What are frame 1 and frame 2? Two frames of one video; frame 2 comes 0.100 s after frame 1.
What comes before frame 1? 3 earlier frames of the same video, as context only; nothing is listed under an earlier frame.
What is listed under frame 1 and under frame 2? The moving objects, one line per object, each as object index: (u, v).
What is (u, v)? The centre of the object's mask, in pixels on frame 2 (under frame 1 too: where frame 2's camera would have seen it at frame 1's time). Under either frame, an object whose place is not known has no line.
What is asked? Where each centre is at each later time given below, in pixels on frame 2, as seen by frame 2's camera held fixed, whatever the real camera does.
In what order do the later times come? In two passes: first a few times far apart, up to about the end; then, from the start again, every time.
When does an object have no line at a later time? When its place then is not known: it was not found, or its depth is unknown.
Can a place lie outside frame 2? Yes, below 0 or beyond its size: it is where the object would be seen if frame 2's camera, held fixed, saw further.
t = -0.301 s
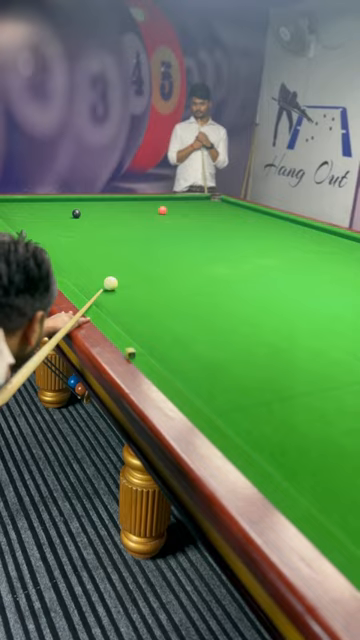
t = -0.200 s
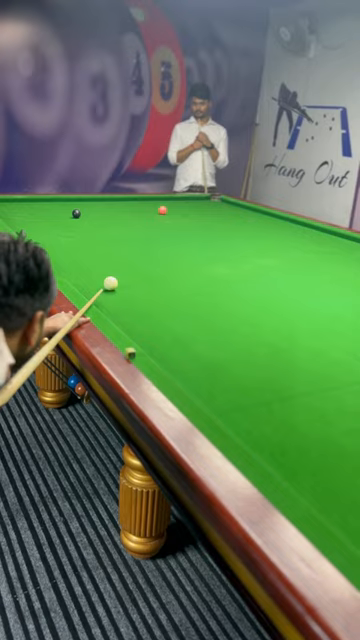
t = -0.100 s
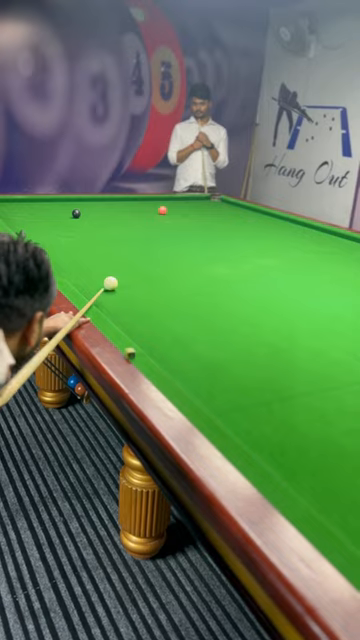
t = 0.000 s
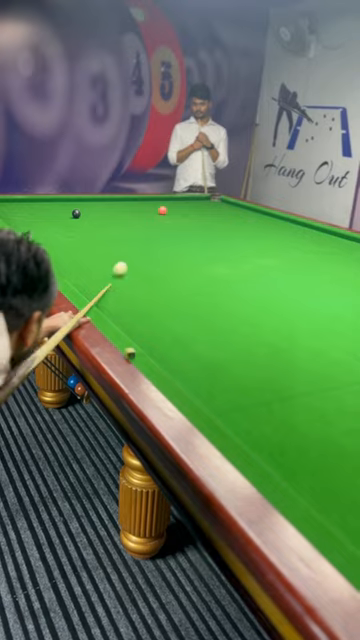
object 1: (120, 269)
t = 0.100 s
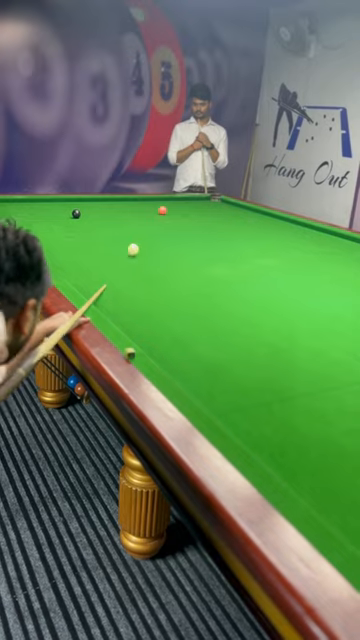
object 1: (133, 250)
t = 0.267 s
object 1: (147, 228)
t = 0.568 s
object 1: (149, 209)
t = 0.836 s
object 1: (130, 201)
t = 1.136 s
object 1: (131, 201)
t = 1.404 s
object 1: (143, 206)
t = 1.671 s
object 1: (156, 210)
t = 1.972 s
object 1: (171, 216)
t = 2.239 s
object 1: (180, 220)
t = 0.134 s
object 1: (136, 244)
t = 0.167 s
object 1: (139, 240)
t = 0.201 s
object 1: (142, 236)
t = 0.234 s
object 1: (145, 232)
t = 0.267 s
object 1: (147, 228)
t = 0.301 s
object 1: (149, 225)
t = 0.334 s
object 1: (151, 223)
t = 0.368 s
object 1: (153, 219)
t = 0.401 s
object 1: (154, 216)
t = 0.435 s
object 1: (156, 215)
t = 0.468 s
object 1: (158, 212)
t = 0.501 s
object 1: (156, 210)
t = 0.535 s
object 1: (152, 210)
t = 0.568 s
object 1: (149, 209)
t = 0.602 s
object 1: (146, 208)
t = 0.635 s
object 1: (143, 207)
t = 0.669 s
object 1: (140, 207)
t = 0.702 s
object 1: (138, 206)
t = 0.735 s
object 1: (136, 205)
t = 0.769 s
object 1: (134, 204)
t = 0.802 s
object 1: (132, 202)
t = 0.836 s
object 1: (130, 201)
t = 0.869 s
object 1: (128, 201)
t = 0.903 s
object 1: (126, 200)
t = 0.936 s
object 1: (124, 199)
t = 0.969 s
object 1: (123, 198)
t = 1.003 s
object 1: (124, 199)
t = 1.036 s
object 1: (126, 199)
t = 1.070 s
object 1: (128, 200)
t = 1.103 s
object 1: (129, 200)
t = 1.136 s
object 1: (131, 201)
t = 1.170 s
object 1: (133, 202)
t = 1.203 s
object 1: (134, 202)
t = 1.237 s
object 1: (136, 203)
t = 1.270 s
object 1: (137, 204)
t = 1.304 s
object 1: (138, 204)
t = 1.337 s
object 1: (140, 204)
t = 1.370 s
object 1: (141, 205)
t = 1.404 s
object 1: (143, 206)
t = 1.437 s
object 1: (144, 206)
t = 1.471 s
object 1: (146, 207)
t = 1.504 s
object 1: (148, 207)
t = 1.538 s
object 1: (150, 208)
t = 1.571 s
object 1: (151, 209)
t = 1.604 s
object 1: (153, 209)
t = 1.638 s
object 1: (154, 210)
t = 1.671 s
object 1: (156, 210)
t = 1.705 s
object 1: (158, 211)
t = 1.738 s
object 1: (159, 212)
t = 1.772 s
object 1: (161, 212)
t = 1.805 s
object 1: (163, 213)
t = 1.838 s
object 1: (165, 214)
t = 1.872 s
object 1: (167, 214)
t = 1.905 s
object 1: (168, 215)
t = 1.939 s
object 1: (170, 215)
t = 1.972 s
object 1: (171, 216)
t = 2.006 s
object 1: (174, 216)
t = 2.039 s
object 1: (175, 216)
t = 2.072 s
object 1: (177, 217)
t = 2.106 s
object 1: (179, 218)
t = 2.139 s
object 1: (180, 219)
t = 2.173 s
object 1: (181, 220)
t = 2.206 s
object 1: (181, 221)
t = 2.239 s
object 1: (180, 220)
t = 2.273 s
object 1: (182, 221)
